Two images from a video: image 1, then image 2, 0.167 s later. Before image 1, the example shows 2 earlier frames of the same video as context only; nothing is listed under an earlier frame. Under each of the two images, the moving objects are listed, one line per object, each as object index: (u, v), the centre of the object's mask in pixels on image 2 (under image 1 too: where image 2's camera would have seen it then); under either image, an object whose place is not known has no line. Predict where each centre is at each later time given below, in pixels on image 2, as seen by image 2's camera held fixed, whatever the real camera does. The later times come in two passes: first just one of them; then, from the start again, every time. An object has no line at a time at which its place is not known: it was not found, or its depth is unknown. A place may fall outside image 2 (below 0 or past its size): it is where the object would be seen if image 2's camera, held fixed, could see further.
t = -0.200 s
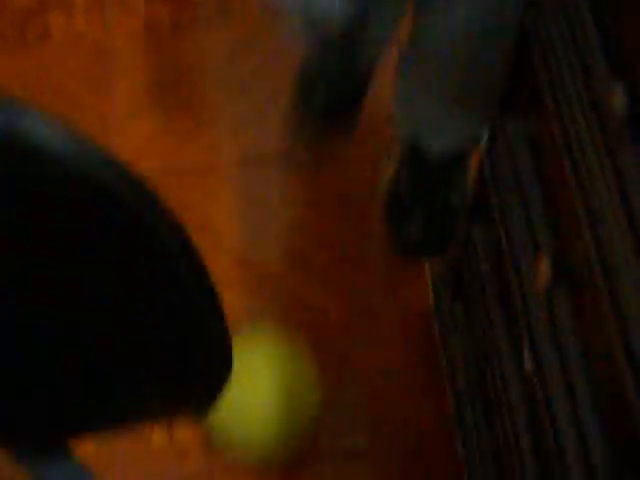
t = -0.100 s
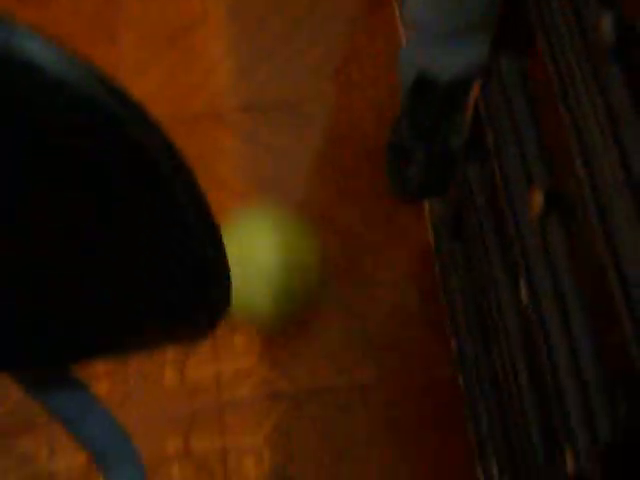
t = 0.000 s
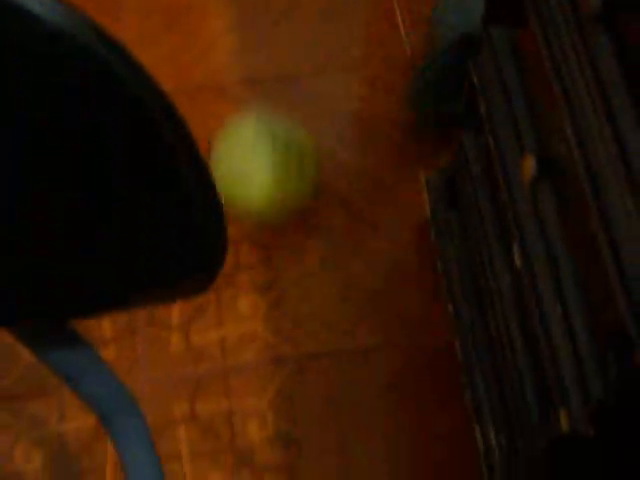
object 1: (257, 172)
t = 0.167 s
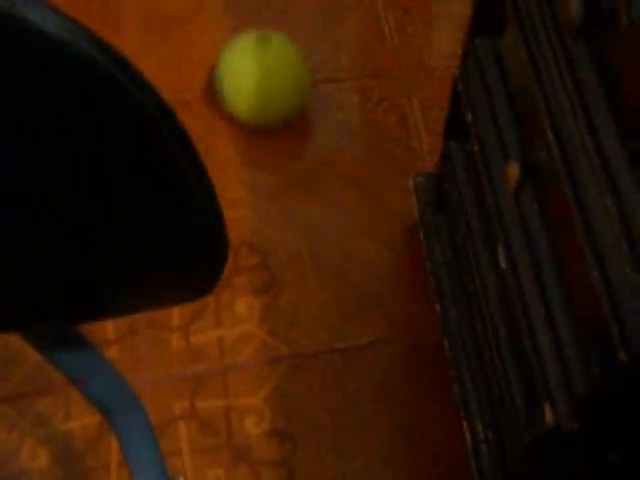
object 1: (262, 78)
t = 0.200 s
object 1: (263, 63)
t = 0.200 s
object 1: (263, 63)
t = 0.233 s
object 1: (263, 48)
